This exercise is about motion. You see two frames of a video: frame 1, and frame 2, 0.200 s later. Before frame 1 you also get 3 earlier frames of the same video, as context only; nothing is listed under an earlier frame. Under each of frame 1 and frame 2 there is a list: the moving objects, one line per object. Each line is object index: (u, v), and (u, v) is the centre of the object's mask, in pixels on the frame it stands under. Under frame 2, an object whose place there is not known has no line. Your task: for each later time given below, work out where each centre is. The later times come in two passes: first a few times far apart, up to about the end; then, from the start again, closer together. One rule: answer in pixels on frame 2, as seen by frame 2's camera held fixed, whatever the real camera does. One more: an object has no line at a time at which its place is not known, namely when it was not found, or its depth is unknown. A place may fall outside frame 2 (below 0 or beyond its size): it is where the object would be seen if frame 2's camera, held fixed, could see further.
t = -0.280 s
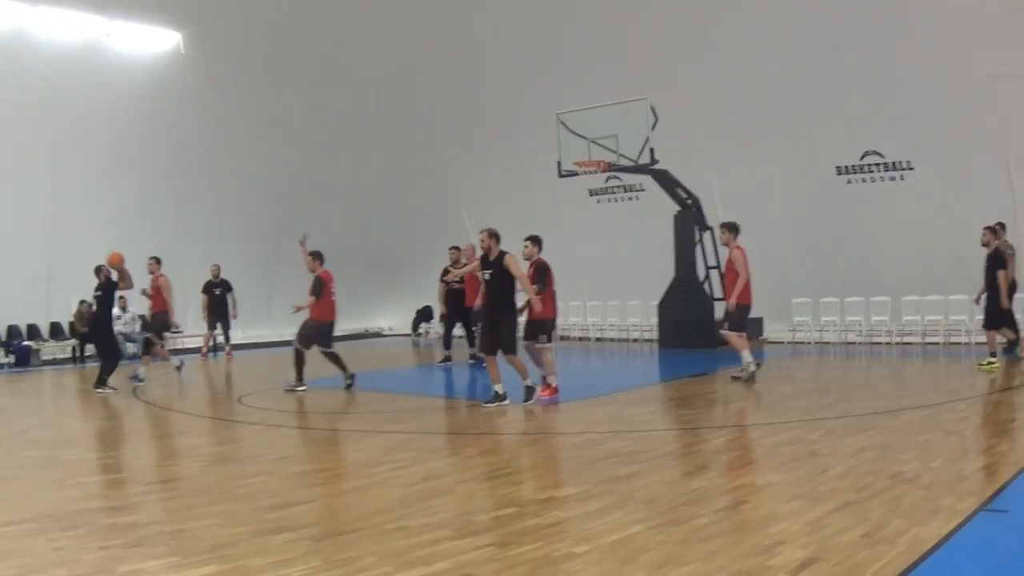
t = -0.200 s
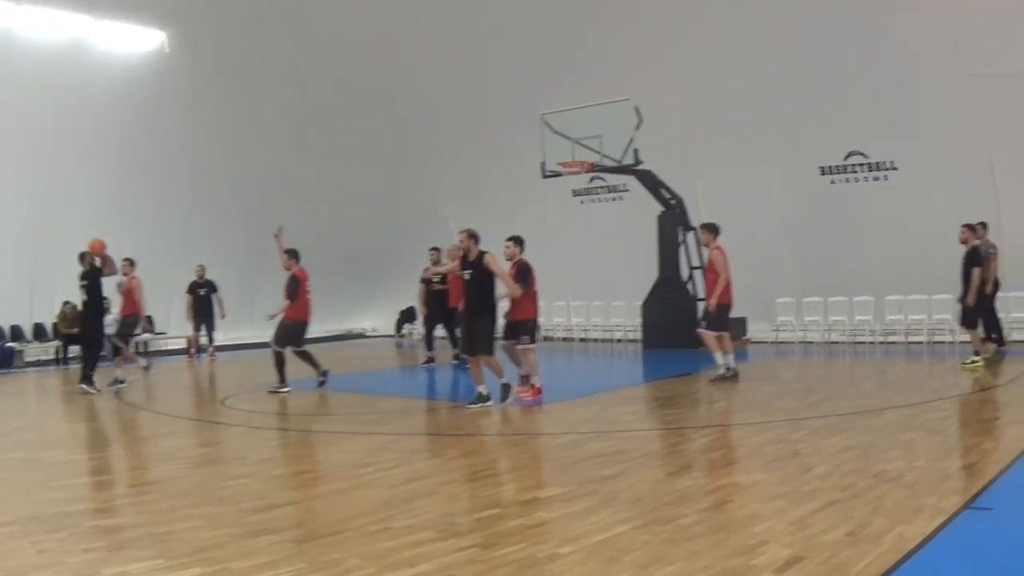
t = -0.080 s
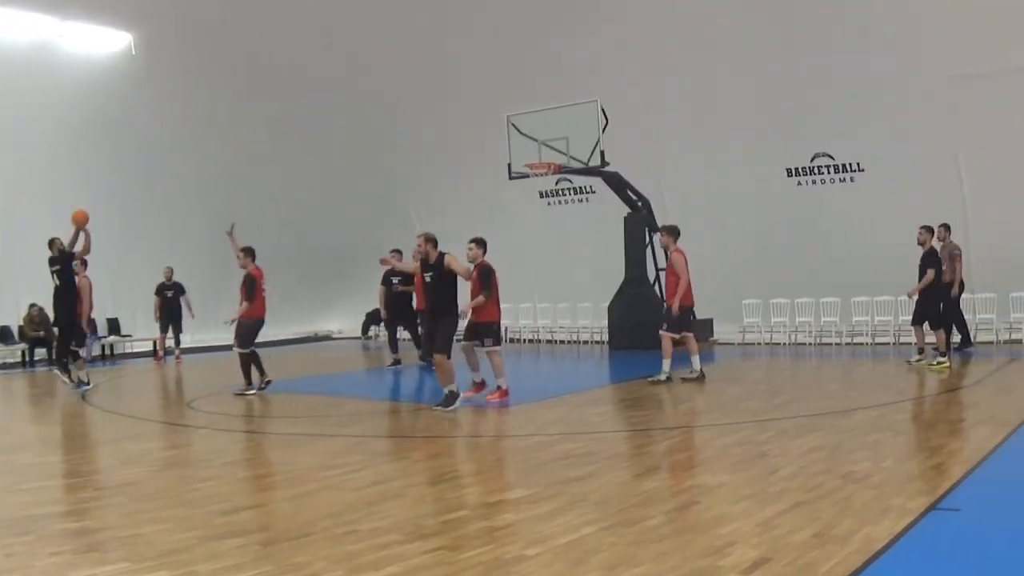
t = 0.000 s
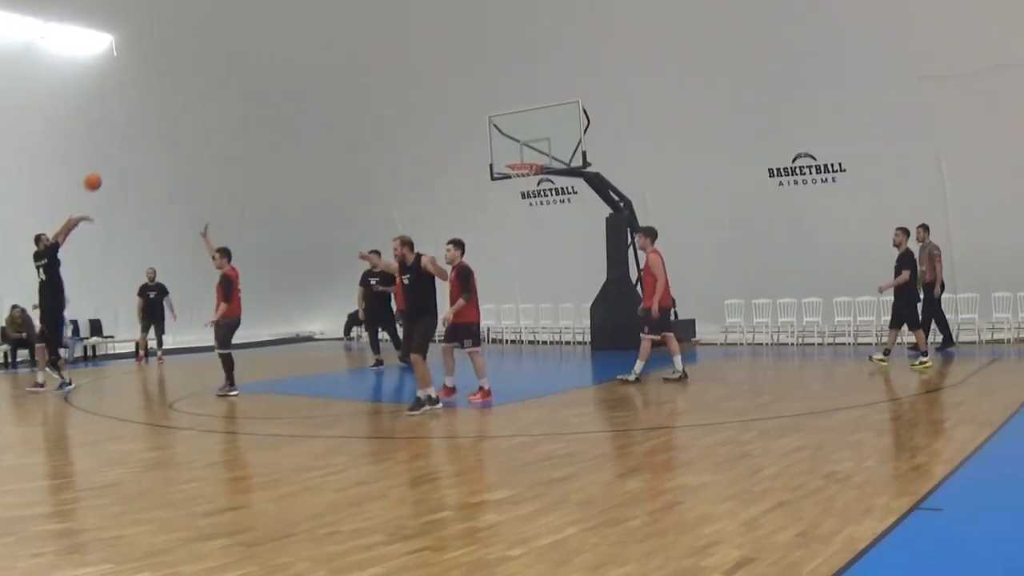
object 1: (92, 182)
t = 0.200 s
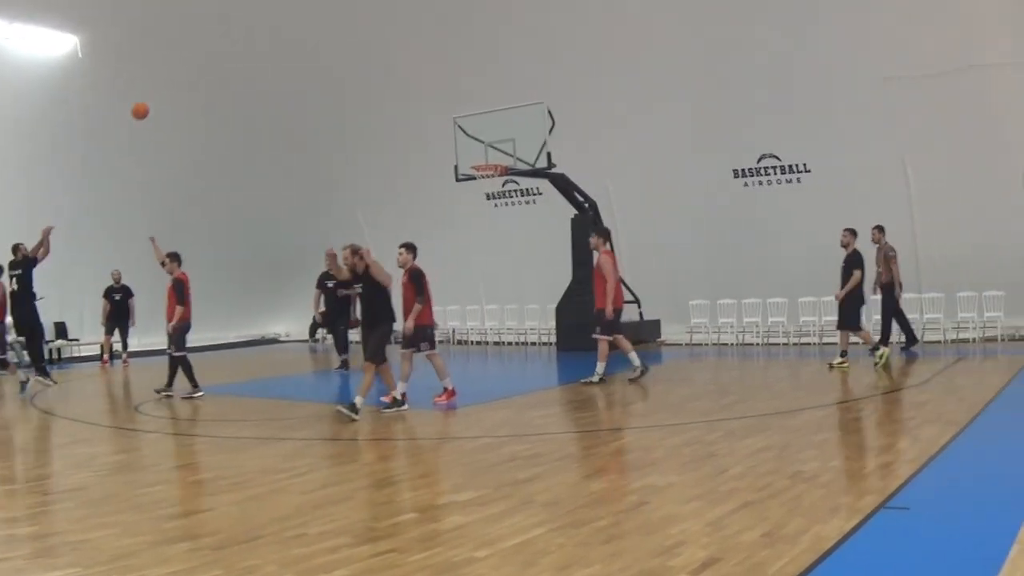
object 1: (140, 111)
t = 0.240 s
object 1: (150, 100)
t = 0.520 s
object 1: (247, 62)
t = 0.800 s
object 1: (395, 74)
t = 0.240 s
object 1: (150, 100)
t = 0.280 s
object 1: (161, 91)
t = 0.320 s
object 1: (173, 84)
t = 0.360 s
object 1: (191, 77)
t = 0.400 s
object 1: (202, 71)
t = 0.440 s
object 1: (217, 67)
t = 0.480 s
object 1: (231, 64)
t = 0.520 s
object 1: (247, 62)
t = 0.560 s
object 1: (266, 62)
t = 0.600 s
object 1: (285, 62)
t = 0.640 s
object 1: (306, 62)
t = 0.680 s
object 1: (325, 64)
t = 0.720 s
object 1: (349, 66)
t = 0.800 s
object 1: (395, 74)
